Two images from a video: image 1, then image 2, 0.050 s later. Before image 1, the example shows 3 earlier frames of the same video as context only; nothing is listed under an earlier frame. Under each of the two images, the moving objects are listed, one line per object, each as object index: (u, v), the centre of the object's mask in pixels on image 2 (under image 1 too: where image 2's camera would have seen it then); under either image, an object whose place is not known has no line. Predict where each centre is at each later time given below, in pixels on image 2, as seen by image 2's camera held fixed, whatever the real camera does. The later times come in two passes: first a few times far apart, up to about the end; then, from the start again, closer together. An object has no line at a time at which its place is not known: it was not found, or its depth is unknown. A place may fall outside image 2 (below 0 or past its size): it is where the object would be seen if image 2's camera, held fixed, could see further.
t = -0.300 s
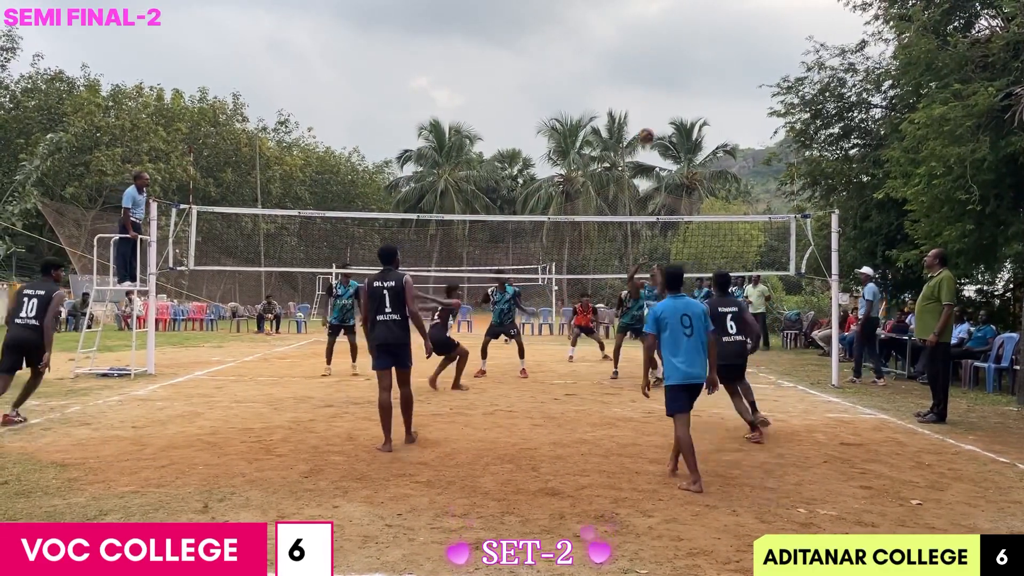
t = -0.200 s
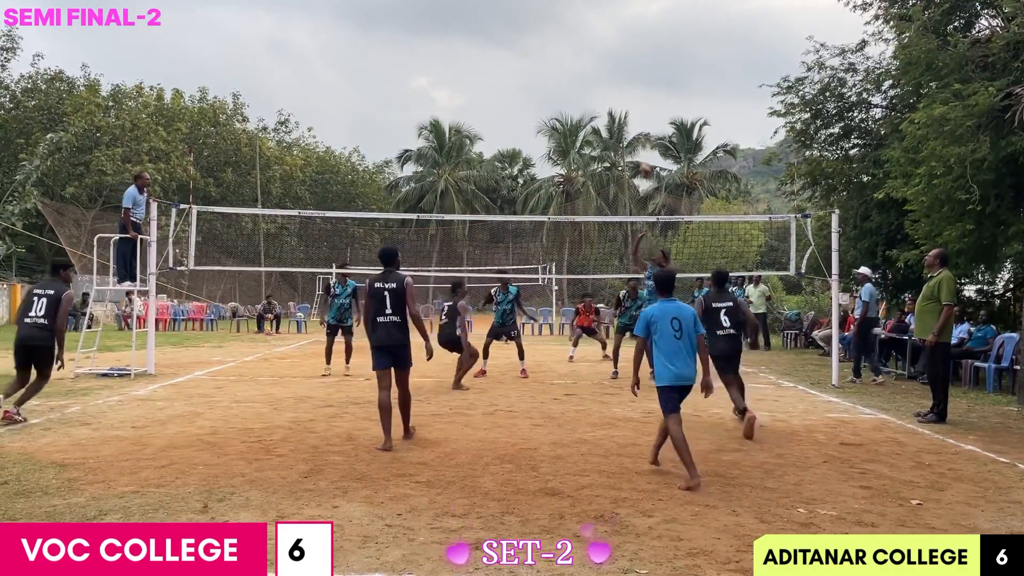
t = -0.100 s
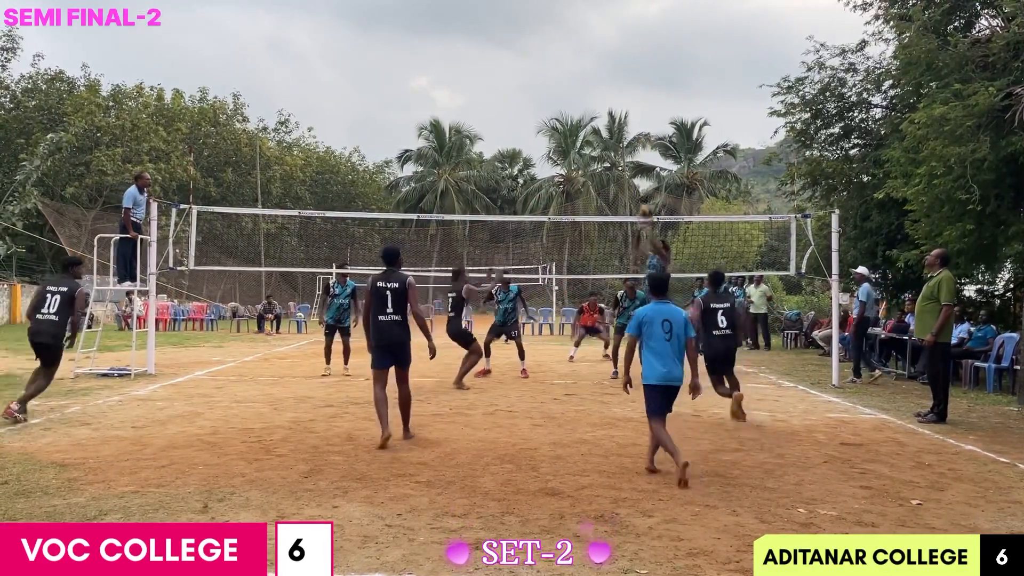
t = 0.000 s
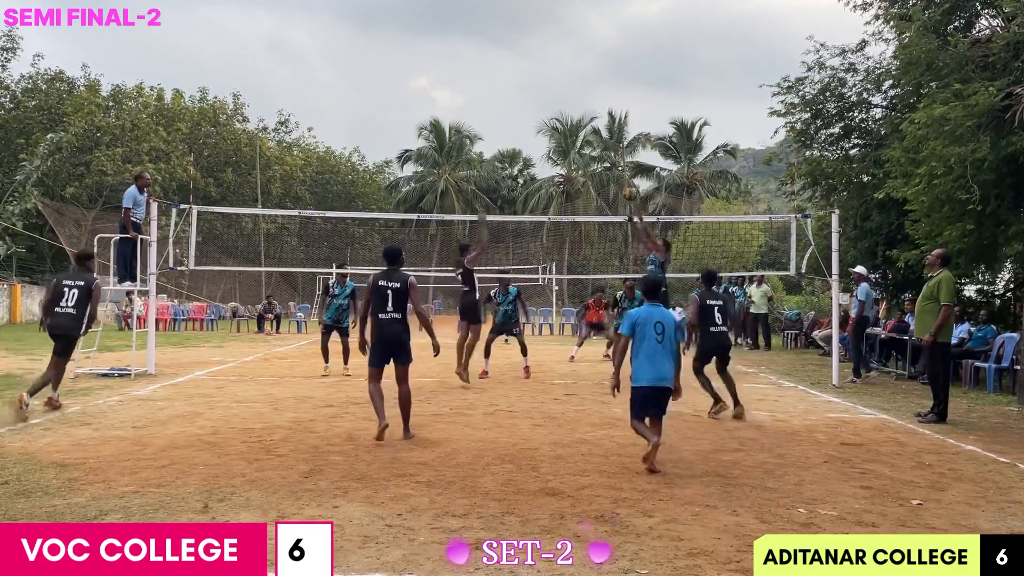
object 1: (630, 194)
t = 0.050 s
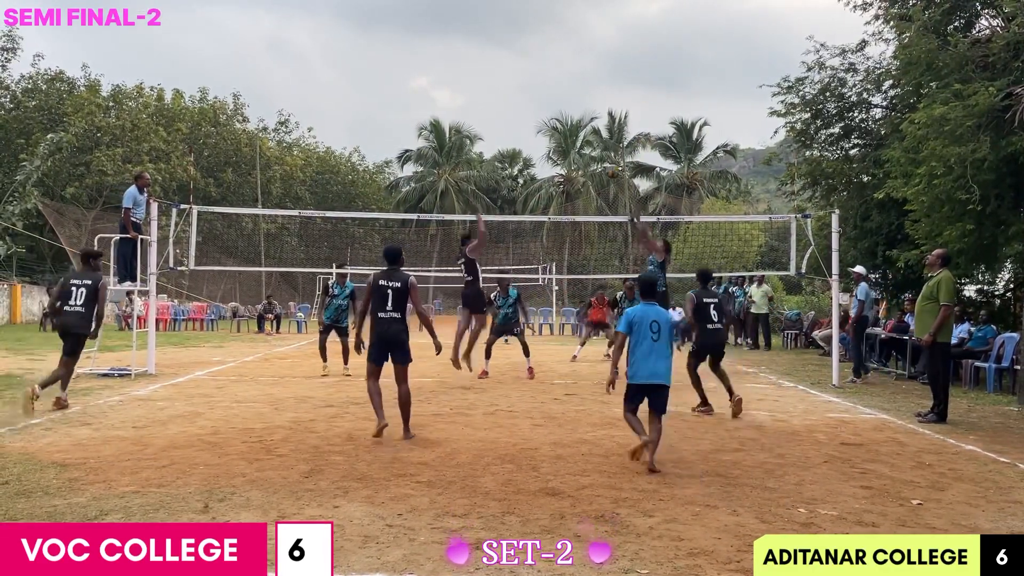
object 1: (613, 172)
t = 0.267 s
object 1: (540, 98)
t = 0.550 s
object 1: (447, 54)
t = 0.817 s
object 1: (364, 65)
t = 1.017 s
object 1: (304, 106)
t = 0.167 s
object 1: (574, 126)
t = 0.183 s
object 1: (569, 121)
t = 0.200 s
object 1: (562, 117)
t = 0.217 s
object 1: (557, 112)
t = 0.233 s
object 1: (551, 107)
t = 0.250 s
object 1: (545, 103)
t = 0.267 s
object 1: (540, 98)
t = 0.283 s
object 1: (534, 94)
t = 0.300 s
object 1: (529, 90)
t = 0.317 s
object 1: (523, 86)
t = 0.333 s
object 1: (518, 83)
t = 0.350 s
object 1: (512, 79)
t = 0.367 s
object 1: (507, 76)
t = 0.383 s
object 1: (501, 73)
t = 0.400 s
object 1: (496, 70)
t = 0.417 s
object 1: (490, 68)
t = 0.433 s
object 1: (485, 66)
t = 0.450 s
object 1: (479, 63)
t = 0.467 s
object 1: (474, 61)
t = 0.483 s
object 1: (469, 59)
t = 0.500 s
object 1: (463, 58)
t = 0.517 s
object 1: (458, 57)
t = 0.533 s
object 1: (453, 55)
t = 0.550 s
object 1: (447, 54)
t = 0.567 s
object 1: (442, 54)
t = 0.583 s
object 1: (437, 53)
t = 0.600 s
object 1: (432, 53)
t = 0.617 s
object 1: (426, 52)
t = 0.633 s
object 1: (421, 52)
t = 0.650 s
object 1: (416, 53)
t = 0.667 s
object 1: (411, 53)
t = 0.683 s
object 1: (406, 54)
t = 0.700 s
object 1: (400, 54)
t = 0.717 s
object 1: (395, 55)
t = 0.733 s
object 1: (390, 56)
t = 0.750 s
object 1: (385, 58)
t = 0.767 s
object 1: (380, 59)
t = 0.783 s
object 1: (374, 61)
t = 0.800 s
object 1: (369, 63)
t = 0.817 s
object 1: (364, 65)
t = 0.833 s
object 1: (359, 68)
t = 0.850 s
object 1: (354, 70)
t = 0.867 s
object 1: (349, 73)
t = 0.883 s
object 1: (344, 76)
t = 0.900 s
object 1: (339, 79)
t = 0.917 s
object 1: (334, 82)
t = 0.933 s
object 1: (329, 86)
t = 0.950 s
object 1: (324, 89)
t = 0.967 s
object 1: (319, 93)
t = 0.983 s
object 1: (314, 97)
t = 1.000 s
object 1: (309, 102)
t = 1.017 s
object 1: (304, 106)
